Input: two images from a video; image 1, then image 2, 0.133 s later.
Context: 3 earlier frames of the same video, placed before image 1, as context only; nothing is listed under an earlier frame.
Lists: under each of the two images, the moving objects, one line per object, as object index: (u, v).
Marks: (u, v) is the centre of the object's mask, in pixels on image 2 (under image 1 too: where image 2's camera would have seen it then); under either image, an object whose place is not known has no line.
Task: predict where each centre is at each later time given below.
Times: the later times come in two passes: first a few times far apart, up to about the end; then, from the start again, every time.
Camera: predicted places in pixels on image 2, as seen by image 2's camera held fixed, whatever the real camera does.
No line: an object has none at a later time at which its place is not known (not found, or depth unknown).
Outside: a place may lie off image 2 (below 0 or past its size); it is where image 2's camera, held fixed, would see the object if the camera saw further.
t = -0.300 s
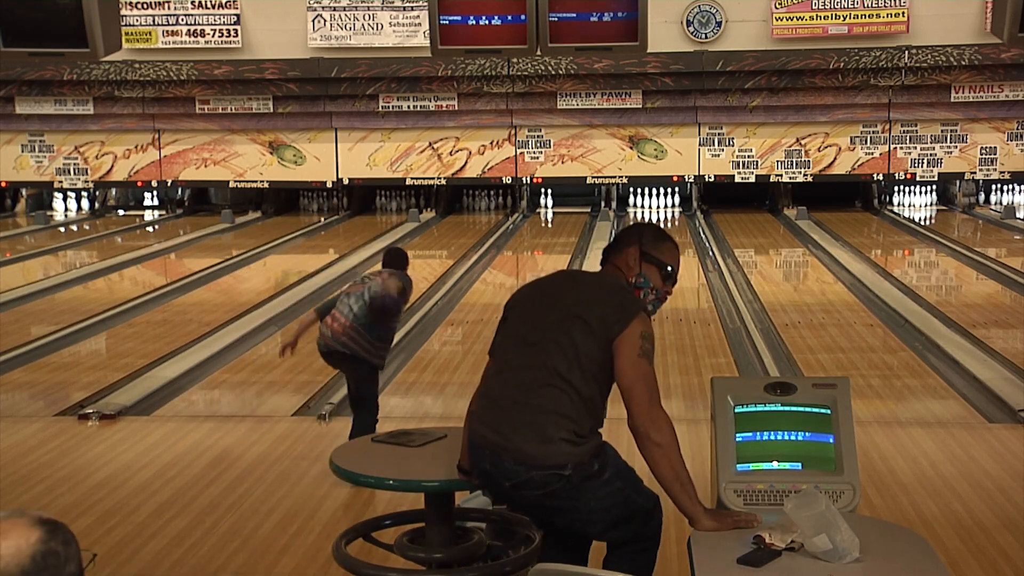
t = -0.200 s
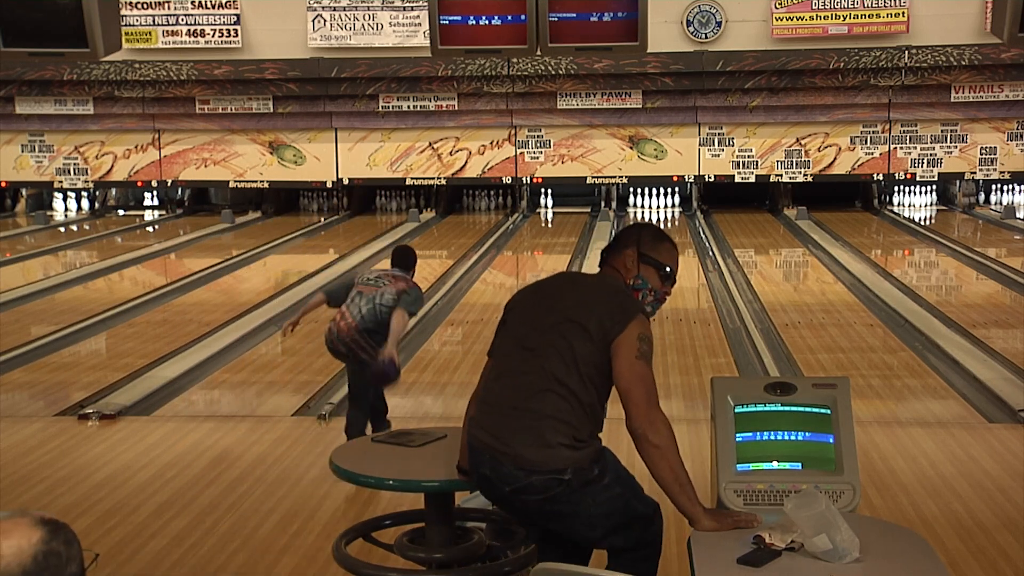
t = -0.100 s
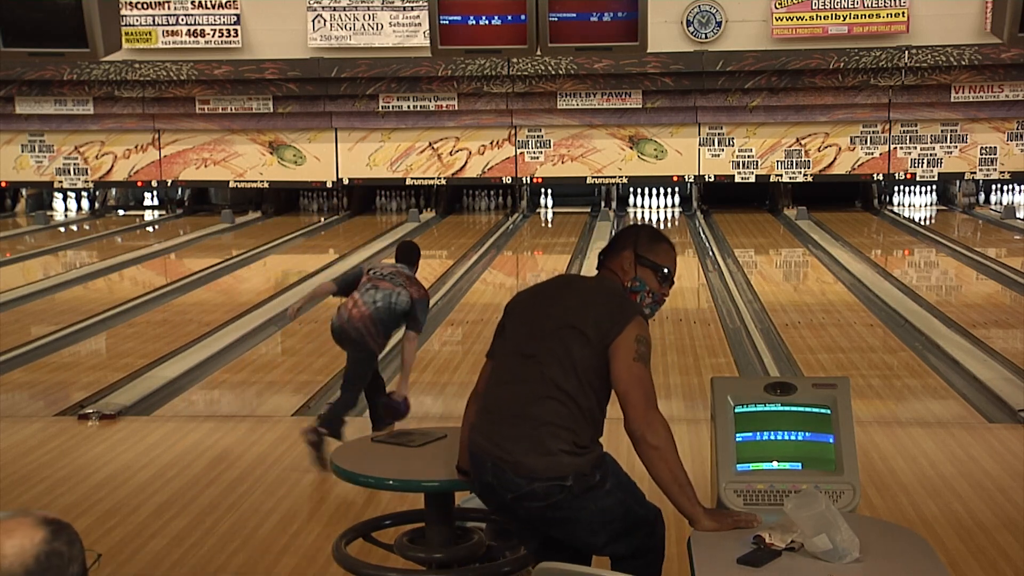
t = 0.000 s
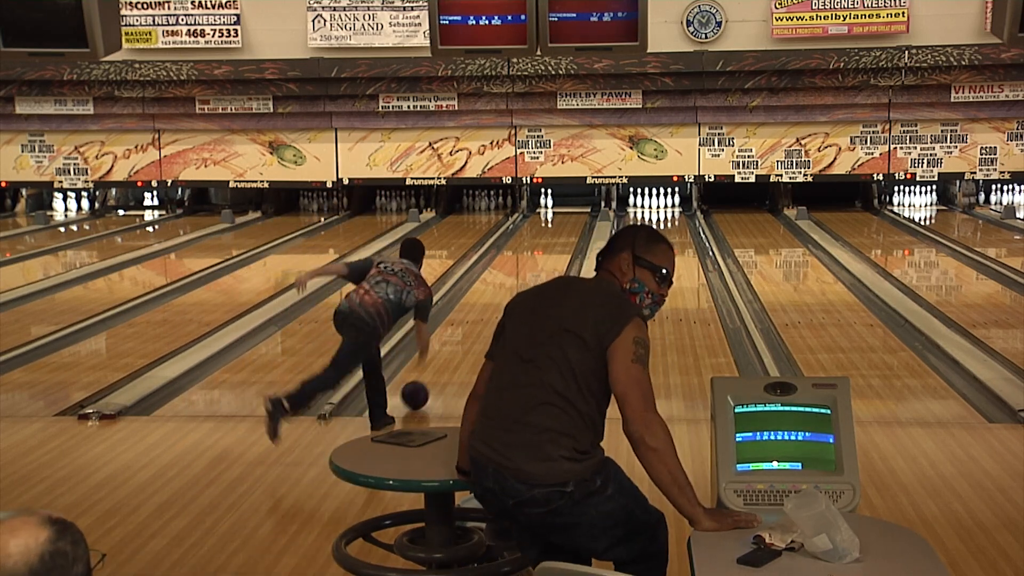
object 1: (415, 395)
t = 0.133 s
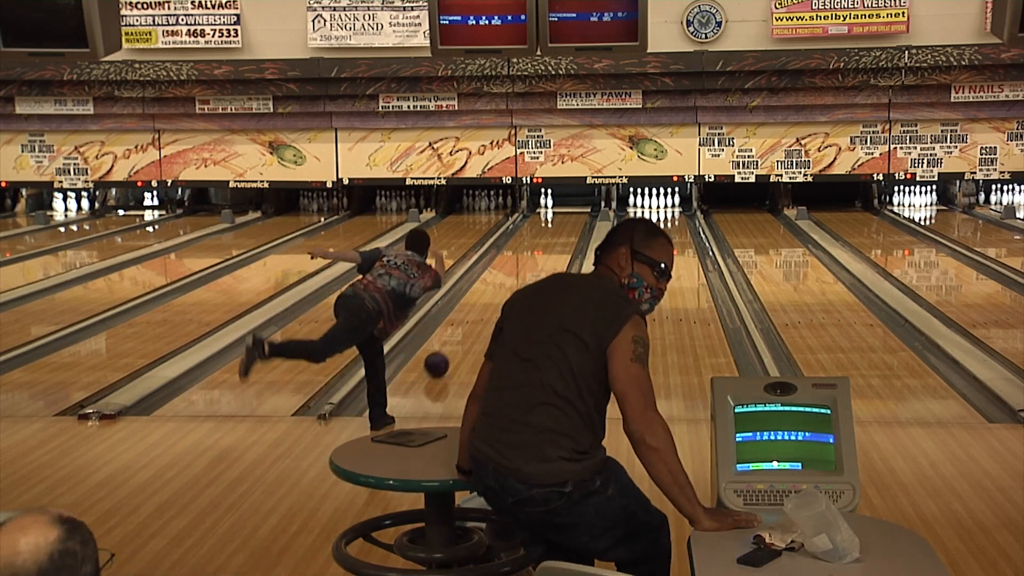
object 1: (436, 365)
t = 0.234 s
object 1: (450, 345)
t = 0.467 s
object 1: (474, 309)
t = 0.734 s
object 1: (495, 278)
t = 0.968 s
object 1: (508, 258)
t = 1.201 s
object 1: (519, 241)
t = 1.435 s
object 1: (527, 228)
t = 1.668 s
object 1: (533, 218)
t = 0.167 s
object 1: (441, 358)
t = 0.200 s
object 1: (446, 351)
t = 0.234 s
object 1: (450, 345)
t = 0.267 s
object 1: (454, 339)
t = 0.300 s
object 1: (458, 334)
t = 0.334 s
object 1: (461, 329)
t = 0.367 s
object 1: (465, 324)
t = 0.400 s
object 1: (468, 319)
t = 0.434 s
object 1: (471, 314)
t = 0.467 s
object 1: (474, 309)
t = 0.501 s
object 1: (477, 305)
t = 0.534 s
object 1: (480, 300)
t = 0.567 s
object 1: (482, 296)
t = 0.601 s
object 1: (485, 292)
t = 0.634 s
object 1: (488, 289)
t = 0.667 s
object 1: (490, 285)
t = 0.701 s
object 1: (492, 282)
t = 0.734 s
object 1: (495, 278)
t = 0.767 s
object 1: (497, 275)
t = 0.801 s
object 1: (499, 272)
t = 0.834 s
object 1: (501, 269)
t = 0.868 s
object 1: (503, 266)
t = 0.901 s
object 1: (505, 263)
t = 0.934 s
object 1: (506, 260)
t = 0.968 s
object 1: (508, 258)
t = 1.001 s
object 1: (510, 255)
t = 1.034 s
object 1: (511, 253)
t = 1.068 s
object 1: (513, 250)
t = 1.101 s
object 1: (514, 248)
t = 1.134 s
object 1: (516, 246)
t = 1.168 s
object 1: (517, 243)
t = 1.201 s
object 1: (519, 241)
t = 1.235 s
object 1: (520, 239)
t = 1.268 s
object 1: (521, 237)
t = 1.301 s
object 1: (522, 235)
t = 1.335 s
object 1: (523, 234)
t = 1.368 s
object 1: (525, 232)
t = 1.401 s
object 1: (526, 230)
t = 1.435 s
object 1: (527, 228)
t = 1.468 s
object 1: (528, 227)
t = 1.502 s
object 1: (528, 225)
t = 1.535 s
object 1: (529, 224)
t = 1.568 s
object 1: (530, 222)
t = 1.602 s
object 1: (531, 220)
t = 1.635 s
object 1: (532, 219)
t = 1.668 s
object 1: (533, 218)
